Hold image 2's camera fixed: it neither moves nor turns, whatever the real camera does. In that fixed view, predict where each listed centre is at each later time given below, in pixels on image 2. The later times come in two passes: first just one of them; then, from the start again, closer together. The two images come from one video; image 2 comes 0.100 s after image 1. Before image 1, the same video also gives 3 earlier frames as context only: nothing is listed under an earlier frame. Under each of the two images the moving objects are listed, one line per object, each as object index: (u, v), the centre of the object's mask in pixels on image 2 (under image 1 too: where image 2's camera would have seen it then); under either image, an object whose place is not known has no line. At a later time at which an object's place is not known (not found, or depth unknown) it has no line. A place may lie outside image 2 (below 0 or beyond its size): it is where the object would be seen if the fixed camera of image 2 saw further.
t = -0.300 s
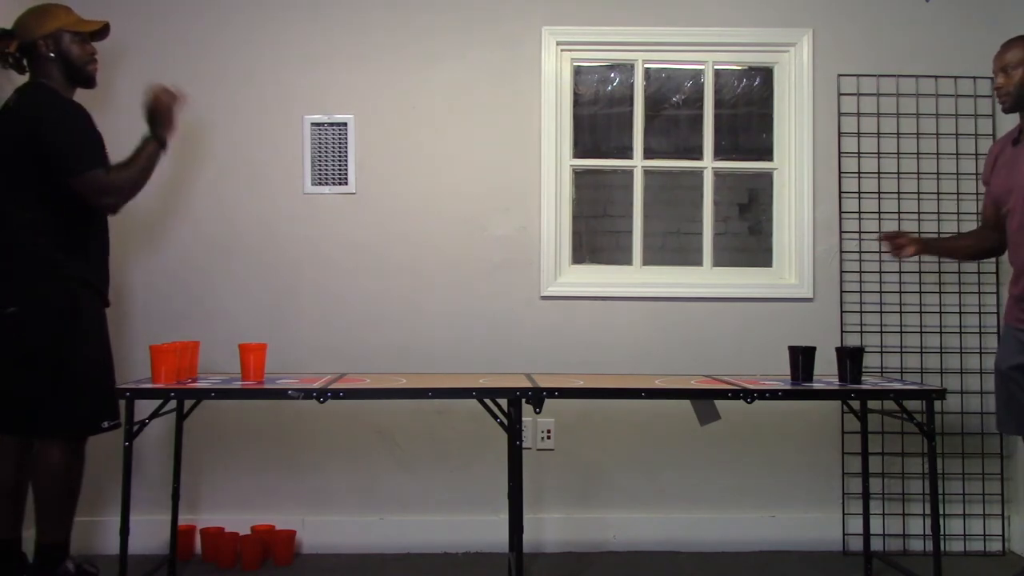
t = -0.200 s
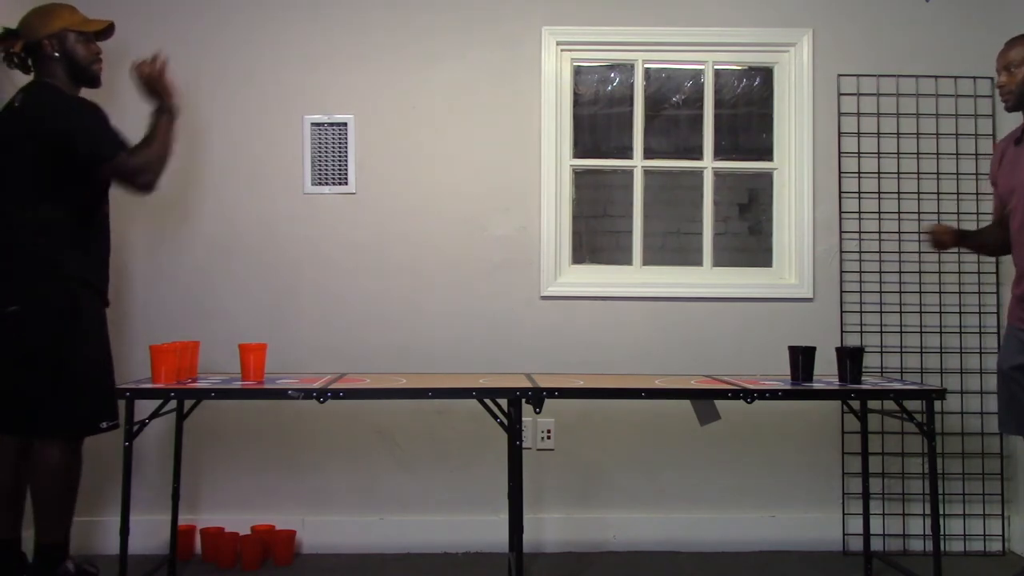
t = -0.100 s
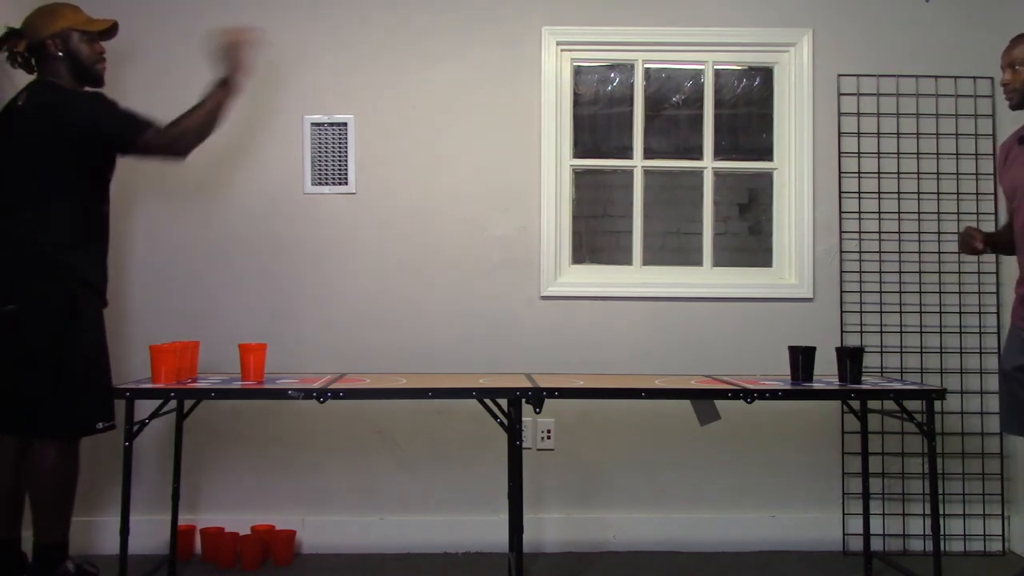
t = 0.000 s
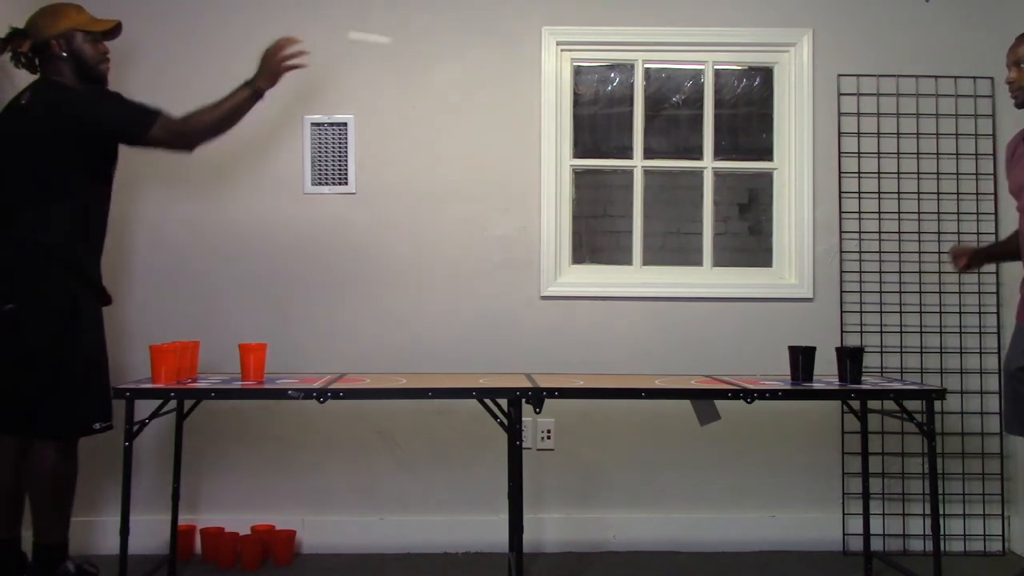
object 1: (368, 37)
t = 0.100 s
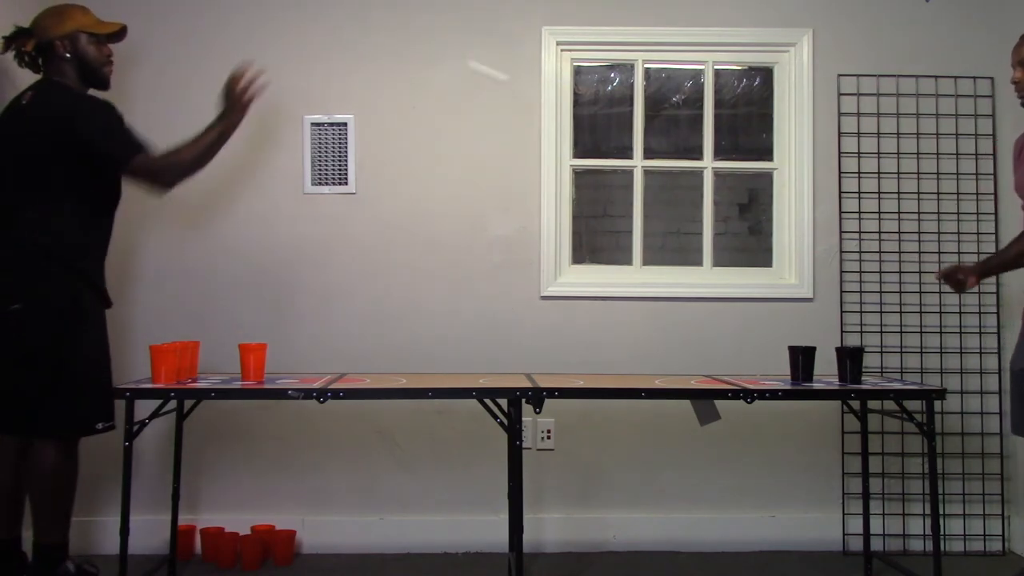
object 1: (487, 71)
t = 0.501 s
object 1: (833, 336)
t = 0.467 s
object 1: (824, 334)
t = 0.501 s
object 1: (833, 336)
